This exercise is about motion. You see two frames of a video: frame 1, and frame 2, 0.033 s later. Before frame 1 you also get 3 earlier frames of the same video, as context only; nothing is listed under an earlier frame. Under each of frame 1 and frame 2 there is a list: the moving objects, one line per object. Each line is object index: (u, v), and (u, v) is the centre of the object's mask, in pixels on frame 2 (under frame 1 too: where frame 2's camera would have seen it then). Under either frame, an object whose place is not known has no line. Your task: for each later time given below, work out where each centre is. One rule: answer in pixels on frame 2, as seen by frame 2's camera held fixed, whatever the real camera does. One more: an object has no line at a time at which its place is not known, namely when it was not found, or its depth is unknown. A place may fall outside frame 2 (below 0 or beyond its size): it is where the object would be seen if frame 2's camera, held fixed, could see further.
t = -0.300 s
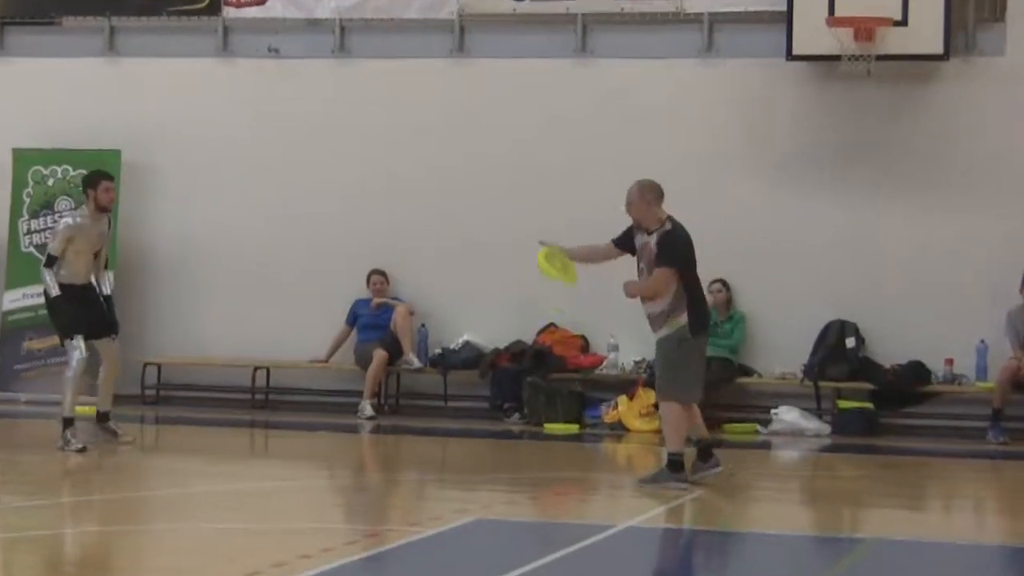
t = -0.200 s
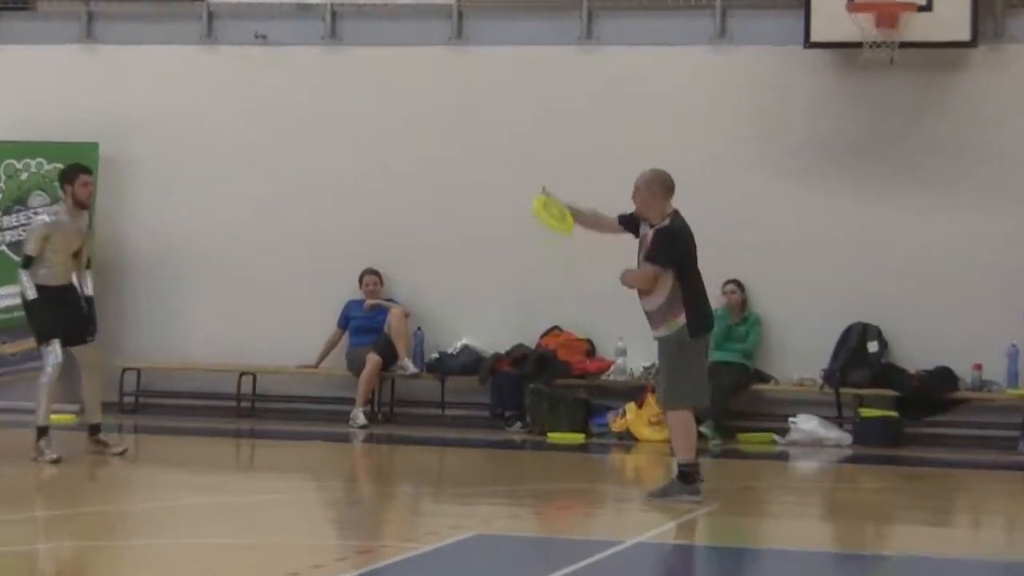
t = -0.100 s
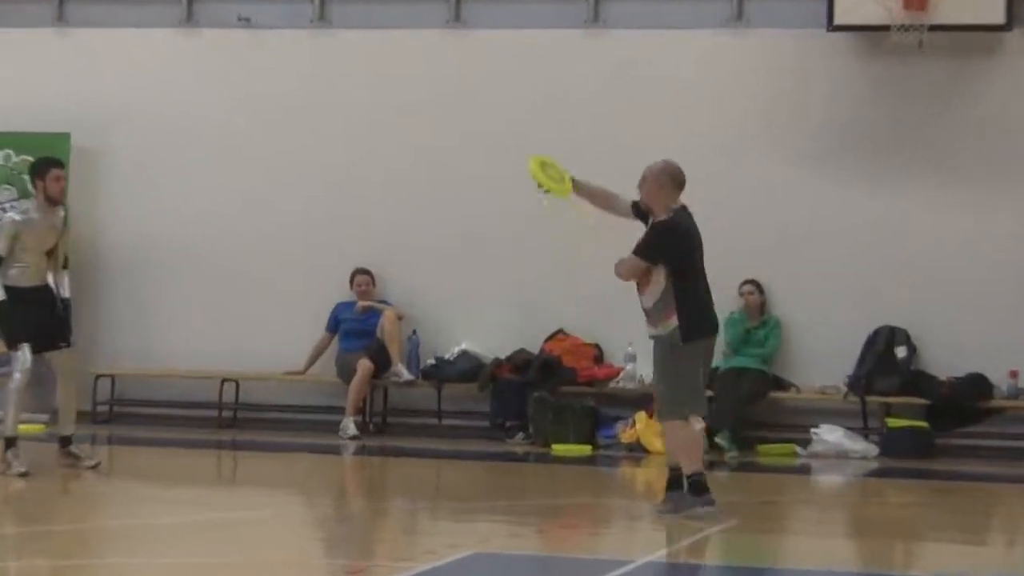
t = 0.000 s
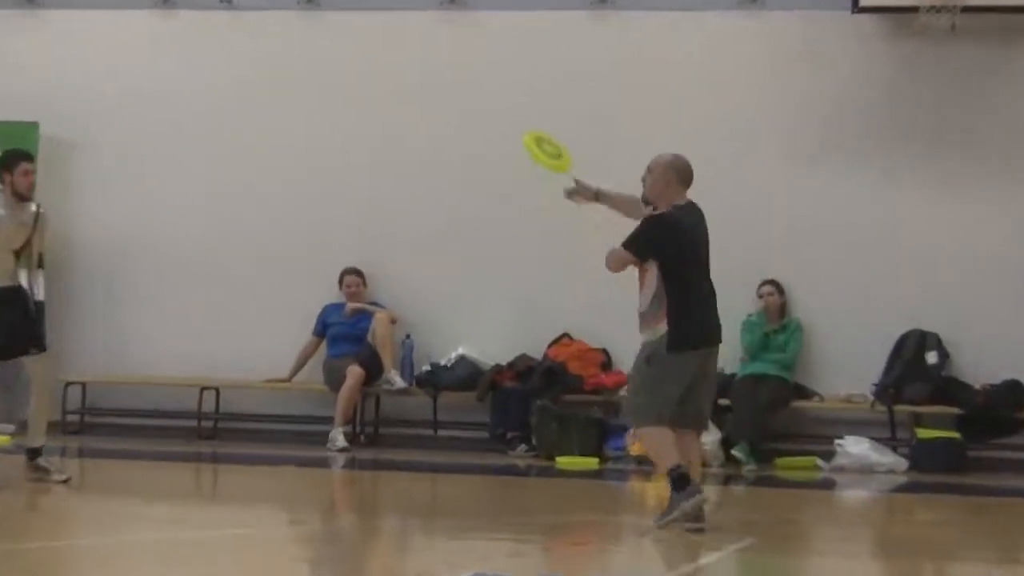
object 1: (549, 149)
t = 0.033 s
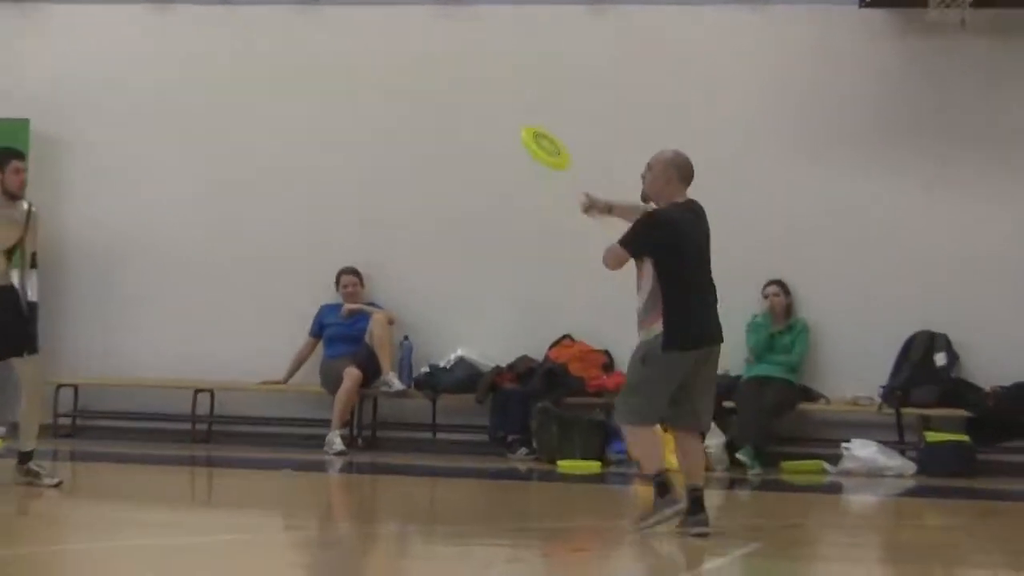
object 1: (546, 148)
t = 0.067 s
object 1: (543, 149)
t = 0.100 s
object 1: (540, 153)
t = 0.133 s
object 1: (537, 159)
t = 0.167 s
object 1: (535, 167)
